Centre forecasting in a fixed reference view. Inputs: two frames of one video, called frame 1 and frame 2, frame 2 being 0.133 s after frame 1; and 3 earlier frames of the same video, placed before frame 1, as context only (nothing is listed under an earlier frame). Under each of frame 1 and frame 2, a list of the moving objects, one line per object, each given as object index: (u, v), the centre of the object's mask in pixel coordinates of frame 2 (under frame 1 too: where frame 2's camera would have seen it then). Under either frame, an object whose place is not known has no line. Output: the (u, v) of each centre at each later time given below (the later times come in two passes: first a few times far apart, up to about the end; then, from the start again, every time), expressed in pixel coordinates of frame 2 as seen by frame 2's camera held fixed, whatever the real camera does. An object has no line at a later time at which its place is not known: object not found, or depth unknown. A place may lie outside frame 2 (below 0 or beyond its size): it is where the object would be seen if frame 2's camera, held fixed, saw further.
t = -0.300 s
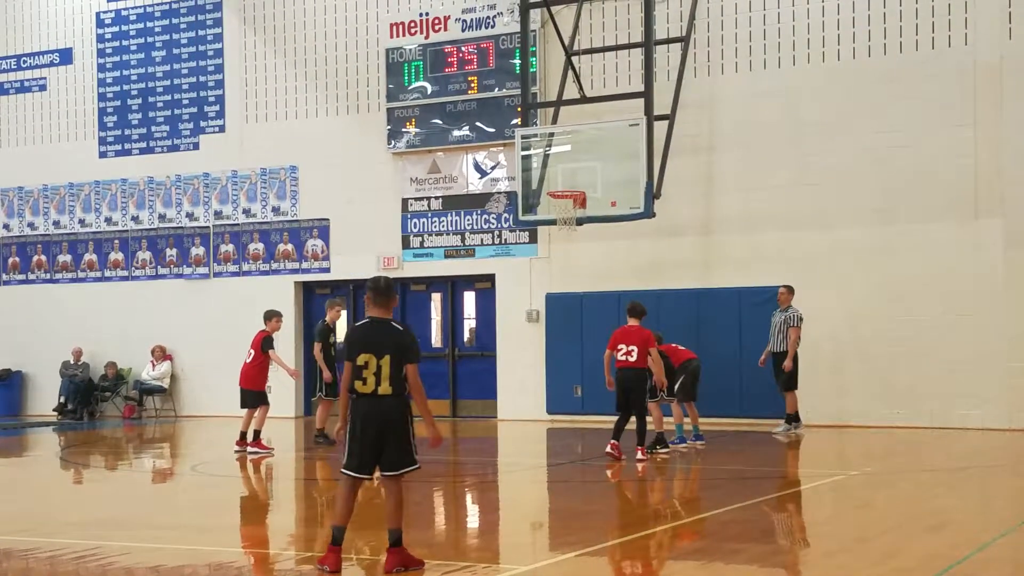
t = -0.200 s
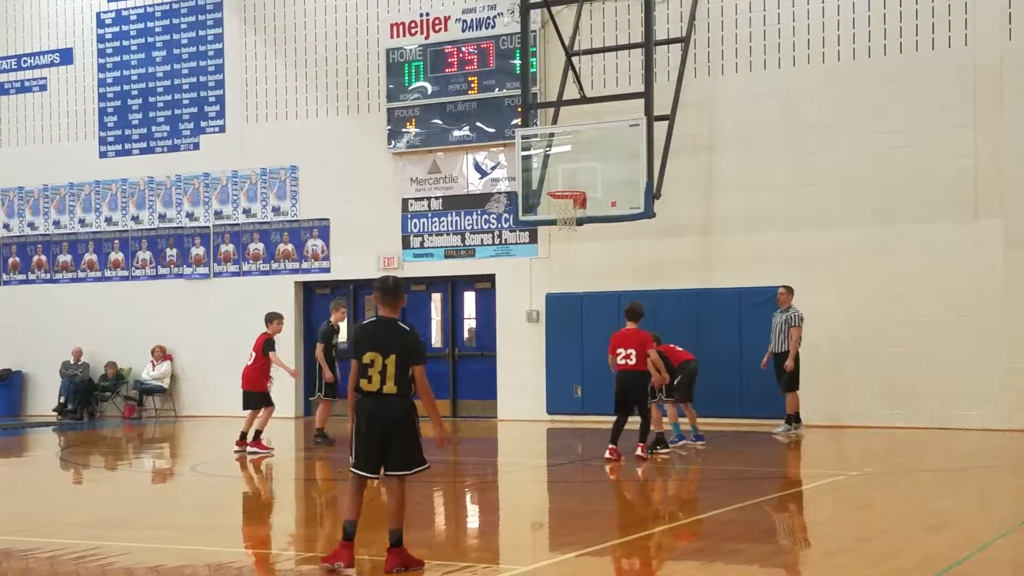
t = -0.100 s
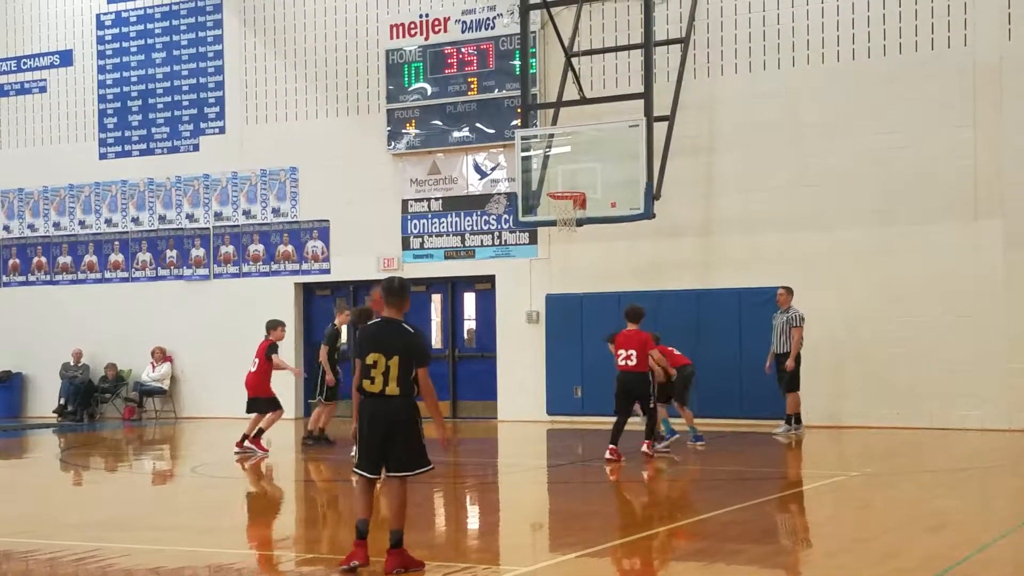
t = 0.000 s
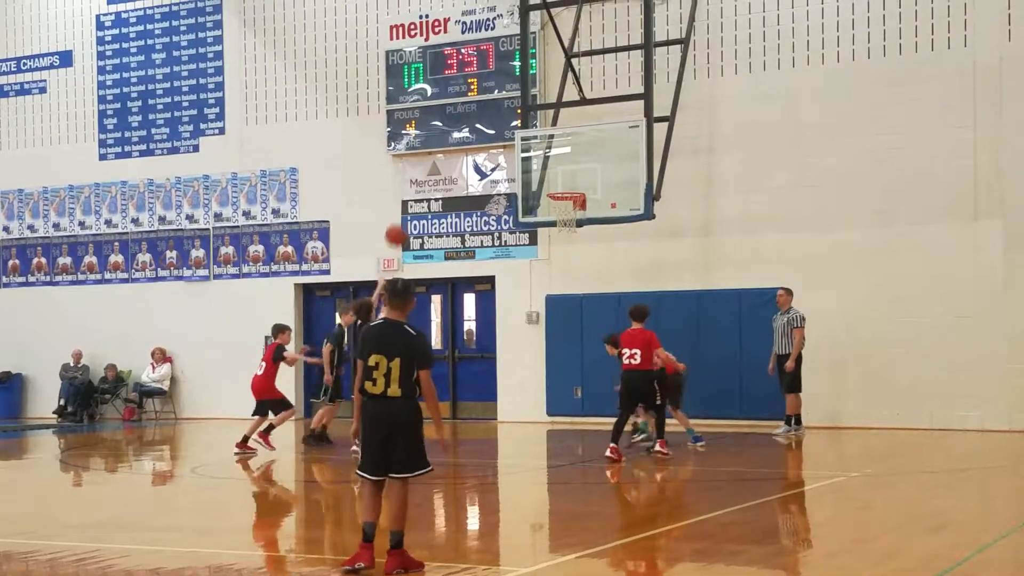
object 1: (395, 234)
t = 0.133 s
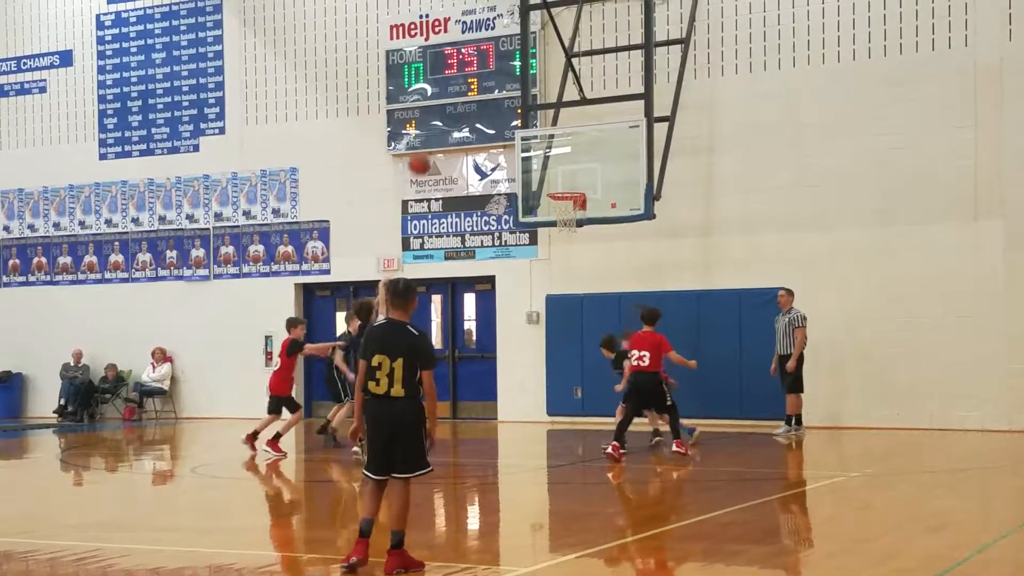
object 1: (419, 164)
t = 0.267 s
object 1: (441, 113)
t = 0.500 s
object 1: (476, 68)
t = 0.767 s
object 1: (513, 76)
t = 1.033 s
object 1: (549, 140)
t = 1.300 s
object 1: (570, 157)
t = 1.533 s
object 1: (580, 141)
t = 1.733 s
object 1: (589, 164)
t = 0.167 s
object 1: (424, 149)
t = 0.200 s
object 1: (430, 136)
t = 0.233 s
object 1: (435, 124)
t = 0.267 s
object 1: (441, 113)
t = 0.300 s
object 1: (445, 104)
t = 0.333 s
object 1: (451, 95)
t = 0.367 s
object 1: (456, 88)
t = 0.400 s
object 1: (461, 81)
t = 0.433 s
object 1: (466, 75)
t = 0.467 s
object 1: (472, 71)
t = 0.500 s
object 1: (476, 68)
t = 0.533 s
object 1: (482, 65)
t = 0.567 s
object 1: (486, 64)
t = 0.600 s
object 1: (491, 64)
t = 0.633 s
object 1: (495, 65)
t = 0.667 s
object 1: (499, 66)
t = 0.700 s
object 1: (505, 68)
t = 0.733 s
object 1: (509, 72)
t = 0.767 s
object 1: (513, 76)
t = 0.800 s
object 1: (519, 81)
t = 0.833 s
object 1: (523, 87)
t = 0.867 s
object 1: (528, 94)
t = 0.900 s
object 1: (531, 102)
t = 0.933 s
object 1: (536, 110)
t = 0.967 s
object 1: (541, 119)
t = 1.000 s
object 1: (545, 130)
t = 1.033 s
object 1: (549, 140)
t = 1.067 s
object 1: (553, 152)
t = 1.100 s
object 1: (558, 164)
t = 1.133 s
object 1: (562, 177)
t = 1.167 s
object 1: (565, 185)
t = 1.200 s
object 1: (566, 176)
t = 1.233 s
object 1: (567, 169)
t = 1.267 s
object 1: (568, 163)
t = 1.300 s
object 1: (570, 157)
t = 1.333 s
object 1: (571, 152)
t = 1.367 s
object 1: (573, 148)
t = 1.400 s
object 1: (574, 145)
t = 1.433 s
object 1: (575, 143)
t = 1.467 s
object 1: (577, 141)
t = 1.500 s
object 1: (578, 141)
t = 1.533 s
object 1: (580, 141)
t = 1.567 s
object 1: (581, 143)
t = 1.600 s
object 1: (583, 145)
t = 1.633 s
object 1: (584, 148)
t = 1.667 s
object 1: (586, 153)
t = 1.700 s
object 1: (587, 158)
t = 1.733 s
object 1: (589, 164)
